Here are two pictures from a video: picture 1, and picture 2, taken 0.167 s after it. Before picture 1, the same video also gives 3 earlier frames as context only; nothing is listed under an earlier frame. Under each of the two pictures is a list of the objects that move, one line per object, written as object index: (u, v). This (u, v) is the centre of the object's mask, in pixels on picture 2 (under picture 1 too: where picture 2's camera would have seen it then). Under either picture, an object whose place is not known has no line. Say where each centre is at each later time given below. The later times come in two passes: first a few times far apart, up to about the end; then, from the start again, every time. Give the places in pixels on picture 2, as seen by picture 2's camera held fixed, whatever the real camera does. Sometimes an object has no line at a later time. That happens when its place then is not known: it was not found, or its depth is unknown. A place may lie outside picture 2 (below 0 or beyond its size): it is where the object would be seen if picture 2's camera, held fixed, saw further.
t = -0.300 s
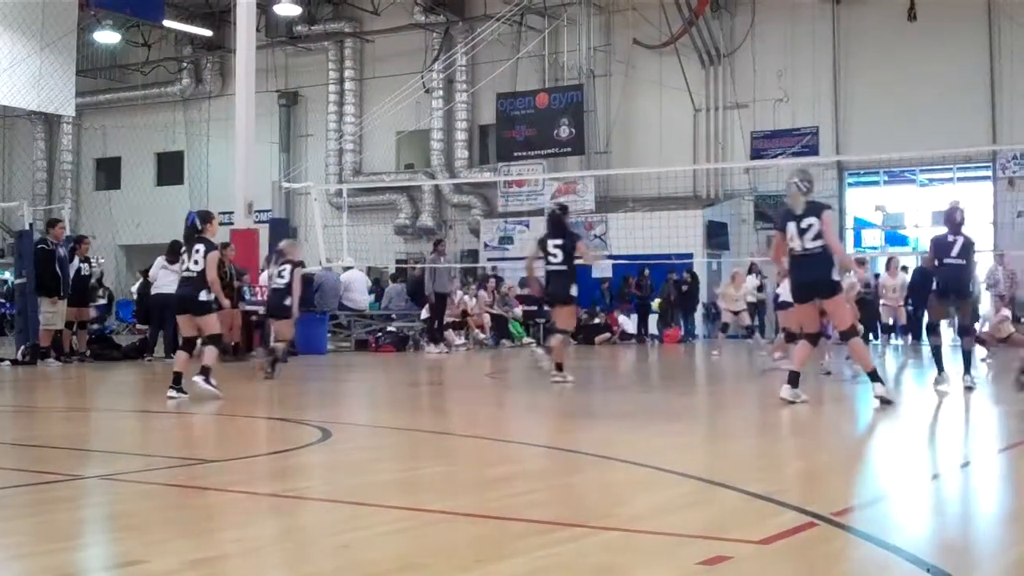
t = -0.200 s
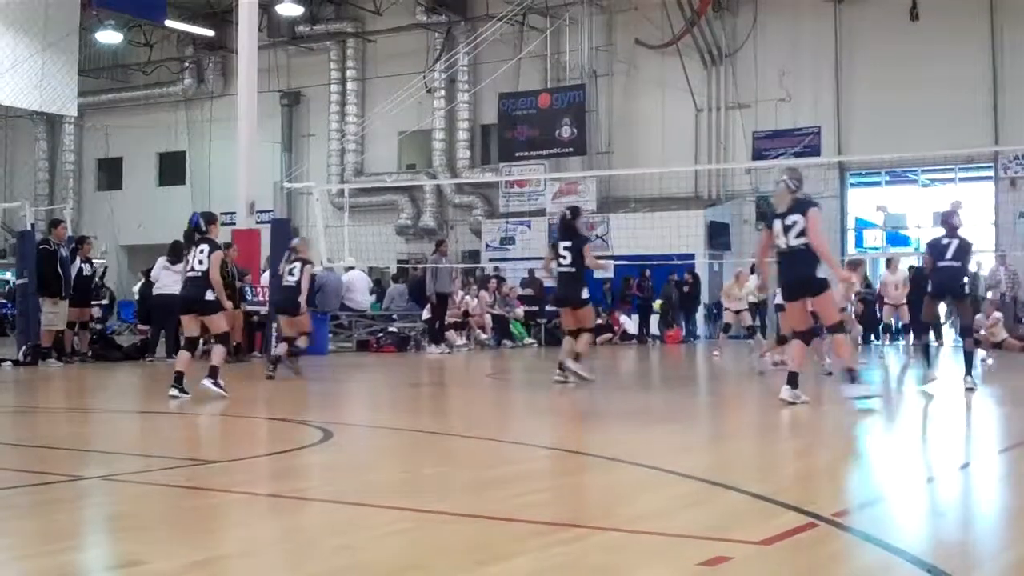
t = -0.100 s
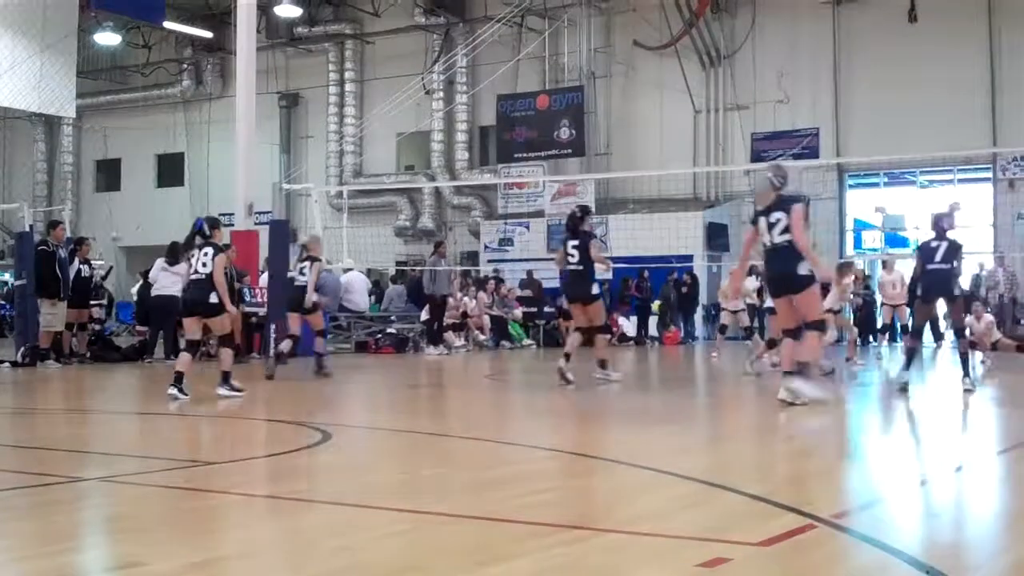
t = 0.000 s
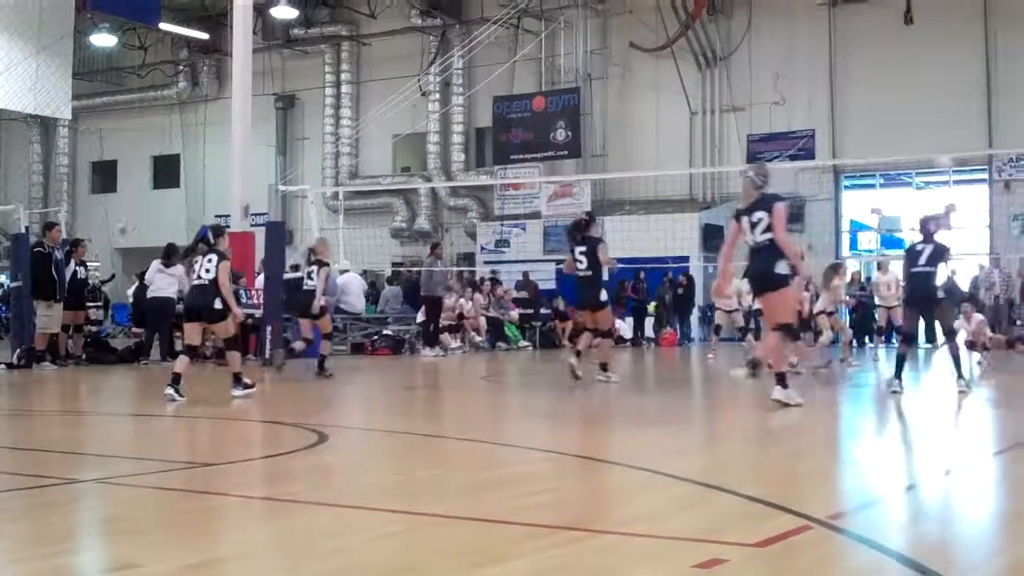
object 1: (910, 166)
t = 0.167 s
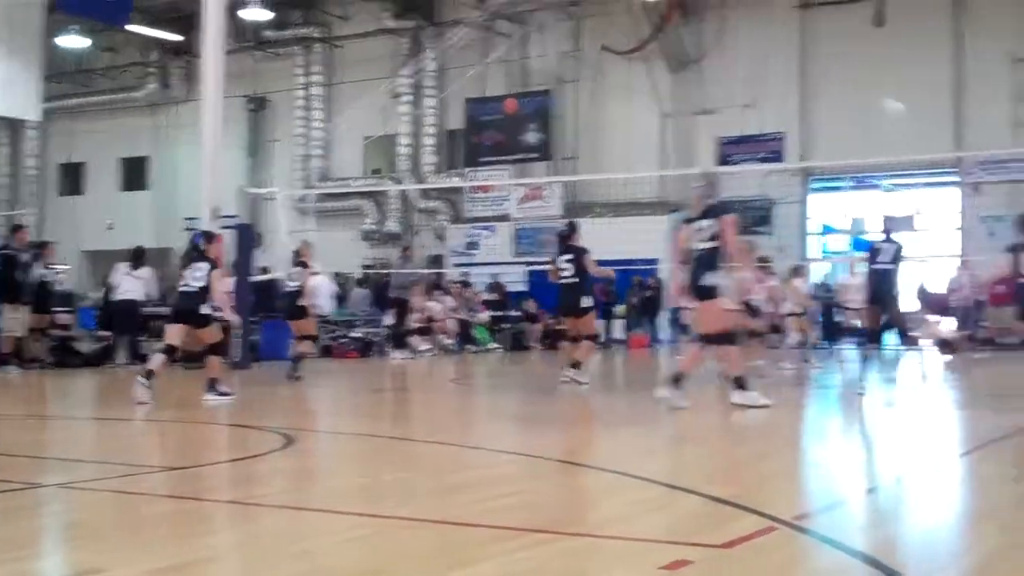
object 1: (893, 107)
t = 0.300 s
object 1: (878, 76)
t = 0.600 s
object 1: (840, 58)
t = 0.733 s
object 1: (825, 73)
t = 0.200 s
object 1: (887, 97)
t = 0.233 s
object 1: (885, 88)
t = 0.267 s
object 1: (881, 81)
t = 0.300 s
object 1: (878, 76)
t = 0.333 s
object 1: (873, 71)
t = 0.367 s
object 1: (868, 65)
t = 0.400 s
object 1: (865, 61)
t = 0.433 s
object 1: (861, 58)
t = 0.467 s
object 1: (857, 57)
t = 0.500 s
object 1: (852, 56)
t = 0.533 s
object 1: (849, 55)
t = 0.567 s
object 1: (845, 55)
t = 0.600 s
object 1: (840, 58)
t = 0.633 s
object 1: (837, 61)
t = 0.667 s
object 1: (833, 64)
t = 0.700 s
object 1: (829, 68)
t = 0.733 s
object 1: (825, 73)
